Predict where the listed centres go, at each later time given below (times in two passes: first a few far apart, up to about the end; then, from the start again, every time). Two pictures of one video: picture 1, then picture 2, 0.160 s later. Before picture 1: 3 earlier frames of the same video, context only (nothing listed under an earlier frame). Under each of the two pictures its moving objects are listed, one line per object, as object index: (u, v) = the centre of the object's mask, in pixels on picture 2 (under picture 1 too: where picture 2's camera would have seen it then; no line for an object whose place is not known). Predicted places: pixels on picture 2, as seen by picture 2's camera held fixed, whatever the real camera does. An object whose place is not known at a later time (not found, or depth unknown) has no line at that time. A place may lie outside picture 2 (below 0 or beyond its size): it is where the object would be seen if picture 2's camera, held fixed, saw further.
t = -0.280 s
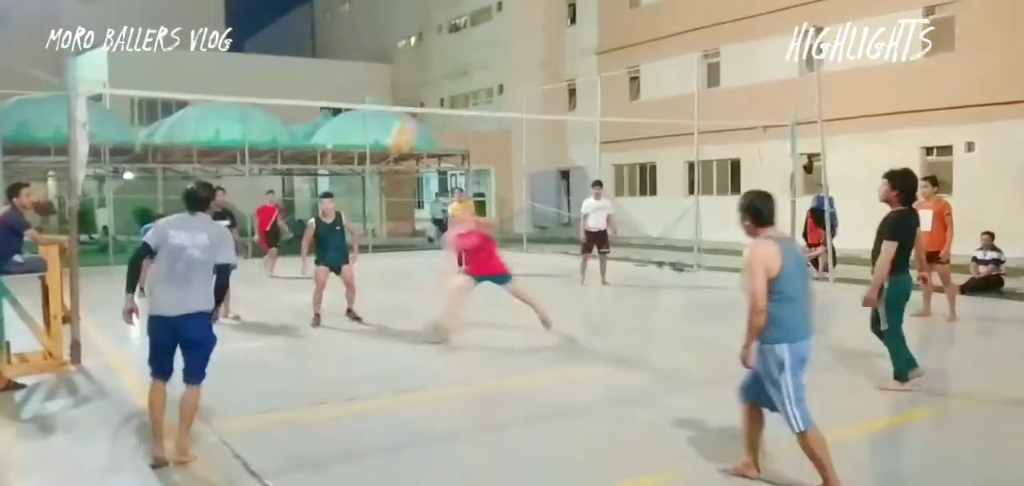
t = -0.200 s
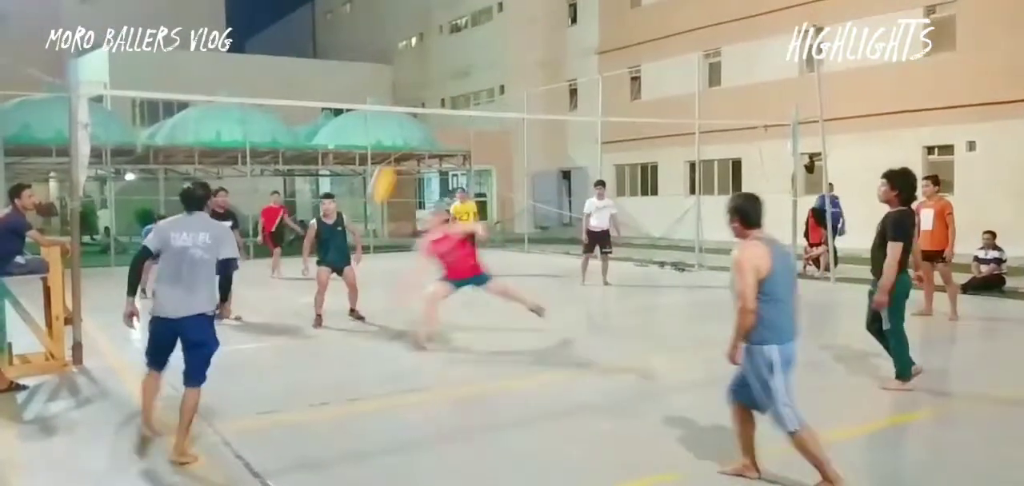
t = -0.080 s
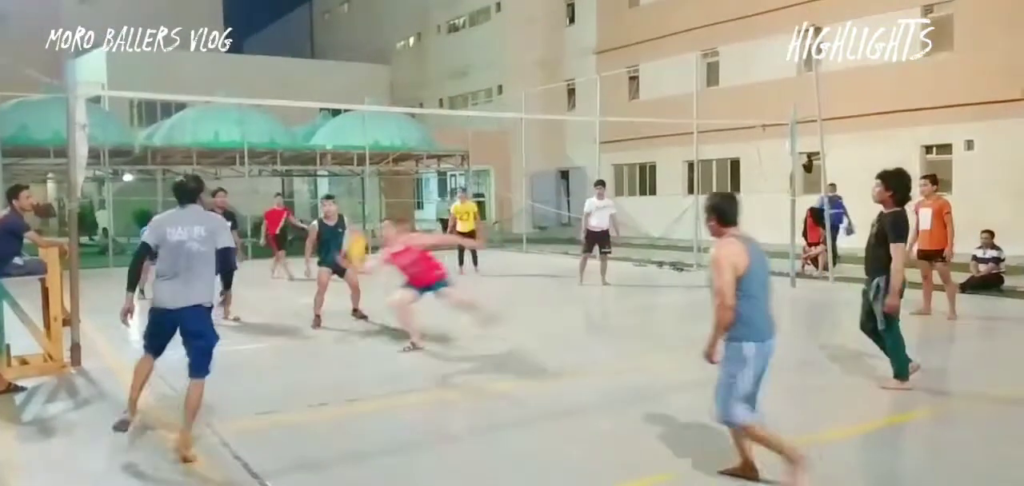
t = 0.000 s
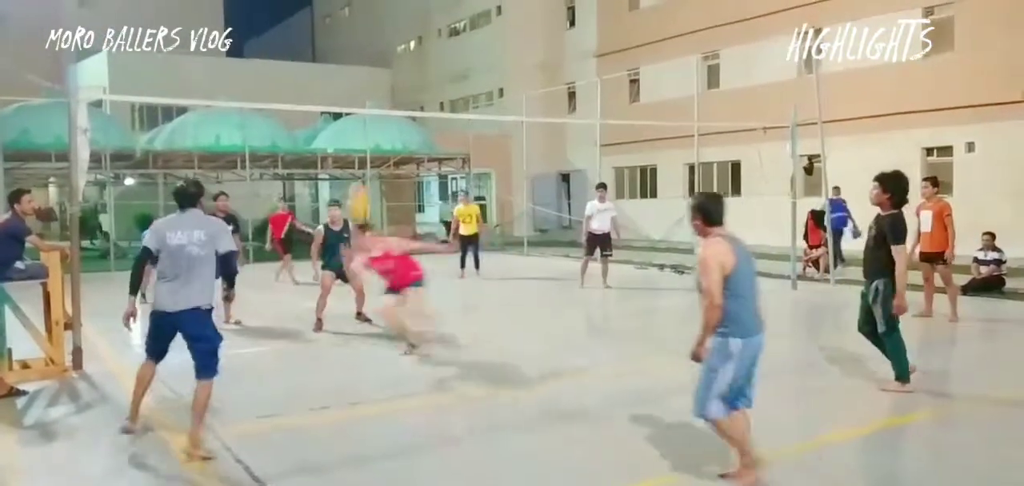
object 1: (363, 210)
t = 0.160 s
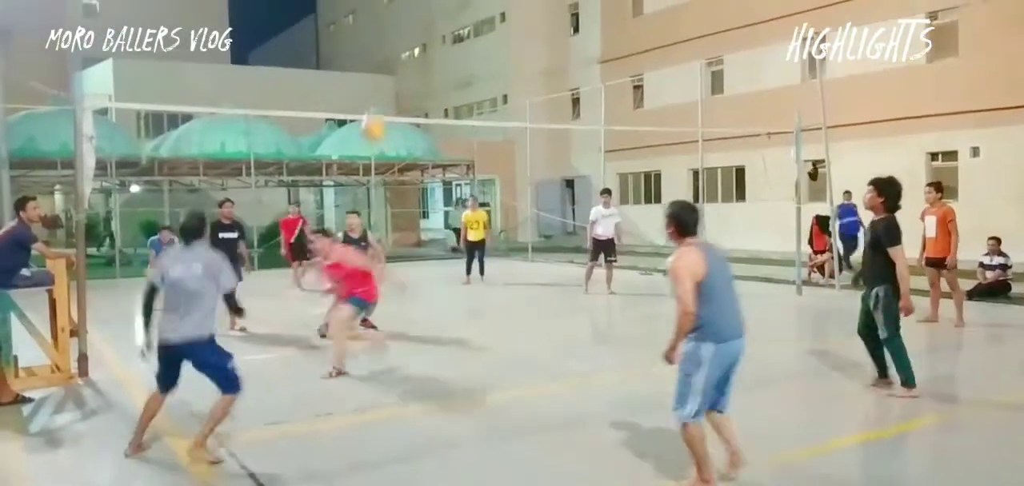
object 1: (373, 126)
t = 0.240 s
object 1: (381, 94)
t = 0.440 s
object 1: (401, 46)
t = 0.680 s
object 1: (428, 46)
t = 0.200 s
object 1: (376, 109)
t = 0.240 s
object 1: (381, 94)
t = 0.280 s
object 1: (385, 80)
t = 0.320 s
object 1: (388, 69)
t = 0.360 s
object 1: (392, 60)
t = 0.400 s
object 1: (396, 52)
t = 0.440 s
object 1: (401, 46)
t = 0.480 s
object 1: (405, 43)
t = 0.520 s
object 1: (409, 39)
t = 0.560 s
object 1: (414, 37)
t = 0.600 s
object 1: (418, 38)
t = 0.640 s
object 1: (422, 41)
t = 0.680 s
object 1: (428, 46)
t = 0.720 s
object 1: (435, 52)
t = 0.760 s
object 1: (439, 61)
